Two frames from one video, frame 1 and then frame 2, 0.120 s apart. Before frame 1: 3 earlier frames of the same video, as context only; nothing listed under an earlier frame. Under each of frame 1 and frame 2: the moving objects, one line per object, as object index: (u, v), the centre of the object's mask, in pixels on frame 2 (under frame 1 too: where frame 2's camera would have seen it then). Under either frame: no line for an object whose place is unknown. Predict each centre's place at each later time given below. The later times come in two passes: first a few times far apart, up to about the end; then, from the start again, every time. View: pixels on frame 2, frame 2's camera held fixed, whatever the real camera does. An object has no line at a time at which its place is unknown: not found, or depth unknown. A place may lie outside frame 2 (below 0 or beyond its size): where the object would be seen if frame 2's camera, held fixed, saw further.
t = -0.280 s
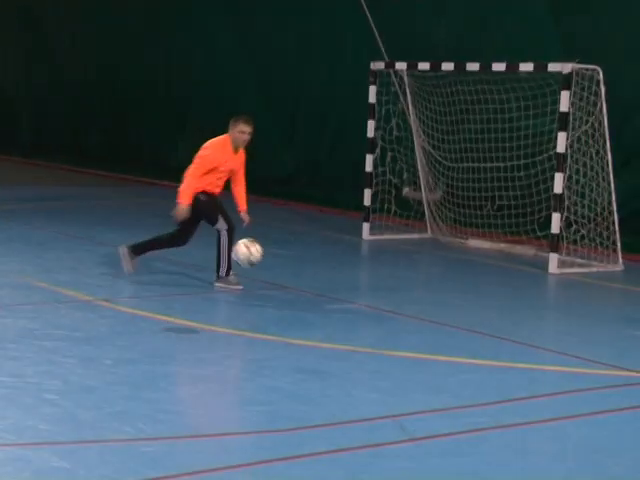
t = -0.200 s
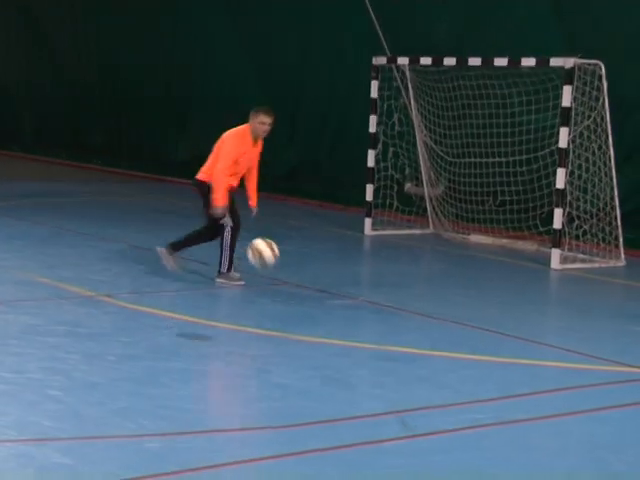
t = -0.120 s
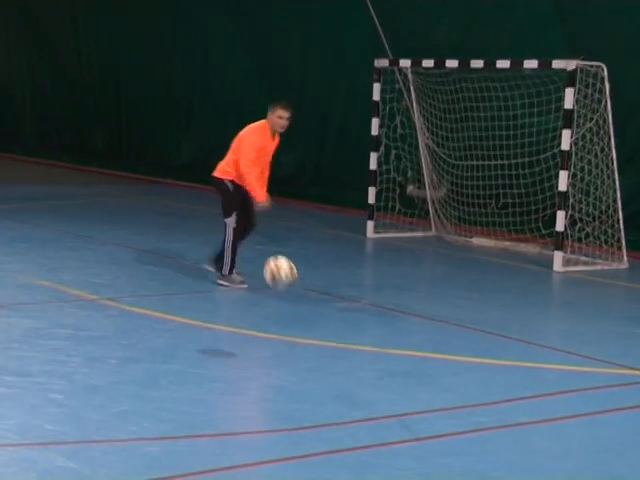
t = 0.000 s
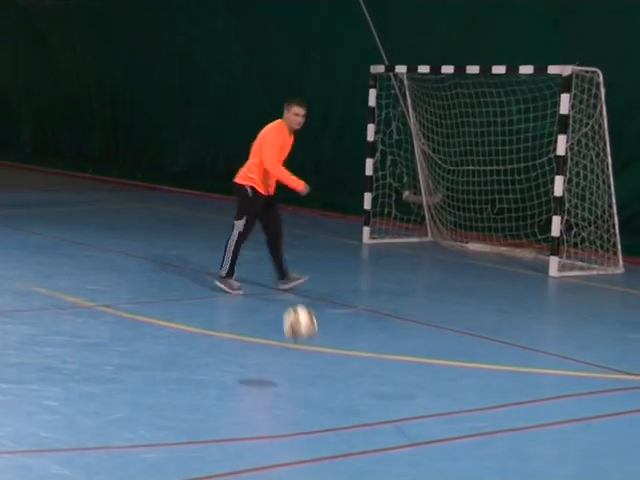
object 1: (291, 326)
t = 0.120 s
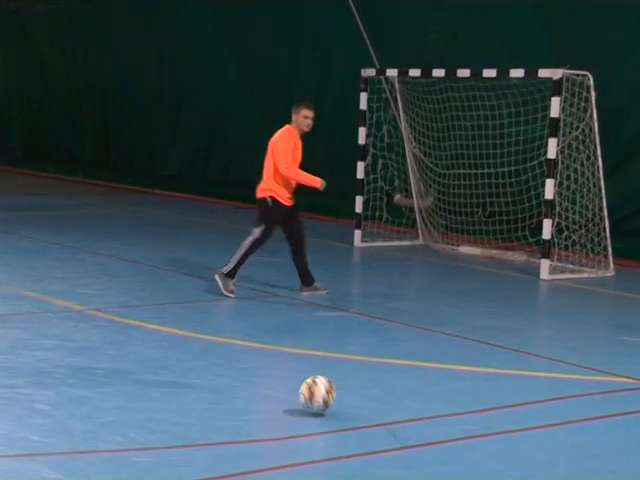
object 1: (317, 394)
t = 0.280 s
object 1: (353, 384)
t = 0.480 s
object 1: (406, 448)
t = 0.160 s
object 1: (326, 387)
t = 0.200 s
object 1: (334, 383)
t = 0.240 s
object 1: (344, 382)
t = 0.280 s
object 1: (353, 384)
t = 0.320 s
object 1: (363, 389)
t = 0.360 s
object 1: (373, 397)
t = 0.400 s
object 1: (383, 409)
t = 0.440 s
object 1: (394, 427)
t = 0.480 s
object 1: (406, 448)
